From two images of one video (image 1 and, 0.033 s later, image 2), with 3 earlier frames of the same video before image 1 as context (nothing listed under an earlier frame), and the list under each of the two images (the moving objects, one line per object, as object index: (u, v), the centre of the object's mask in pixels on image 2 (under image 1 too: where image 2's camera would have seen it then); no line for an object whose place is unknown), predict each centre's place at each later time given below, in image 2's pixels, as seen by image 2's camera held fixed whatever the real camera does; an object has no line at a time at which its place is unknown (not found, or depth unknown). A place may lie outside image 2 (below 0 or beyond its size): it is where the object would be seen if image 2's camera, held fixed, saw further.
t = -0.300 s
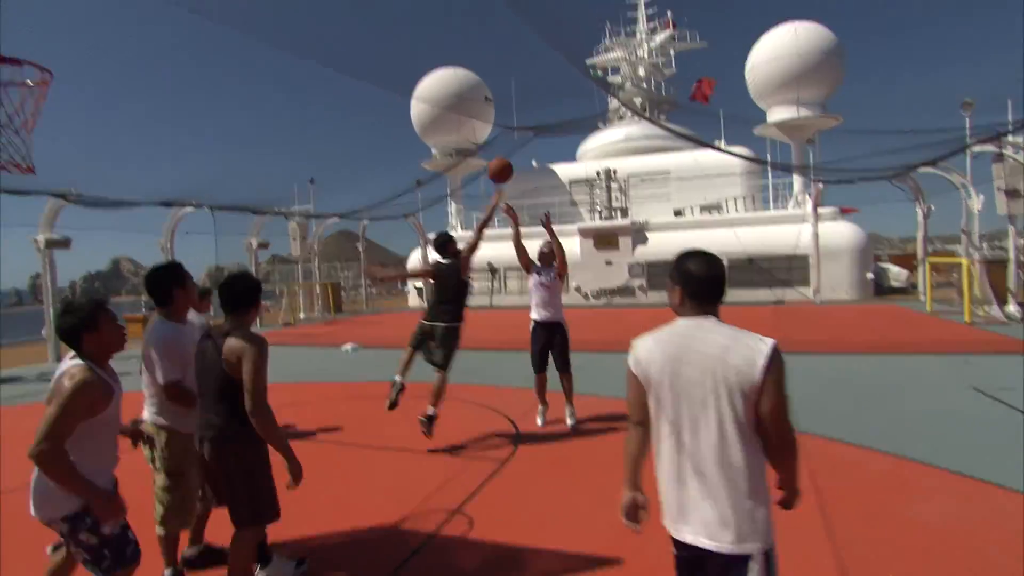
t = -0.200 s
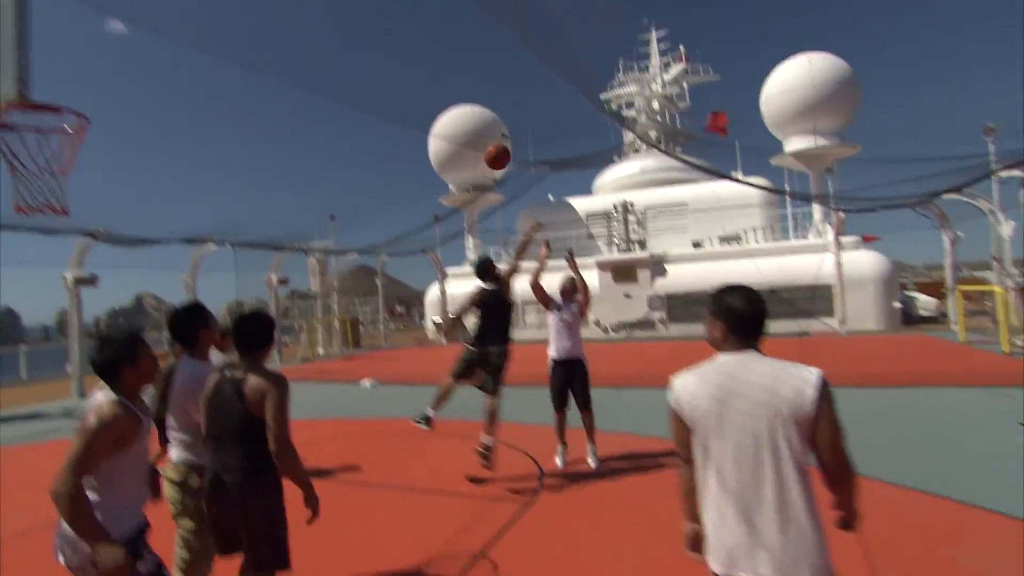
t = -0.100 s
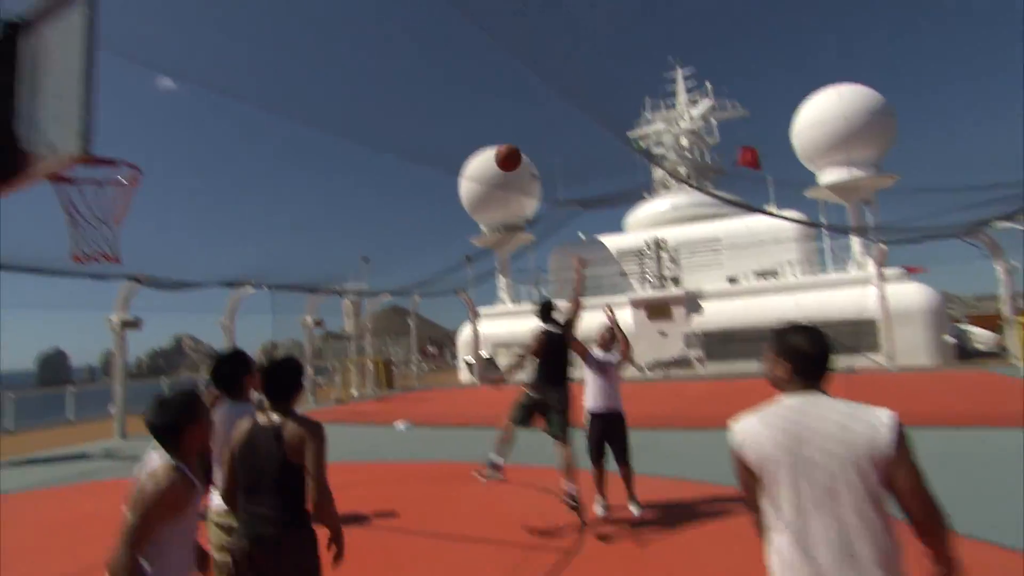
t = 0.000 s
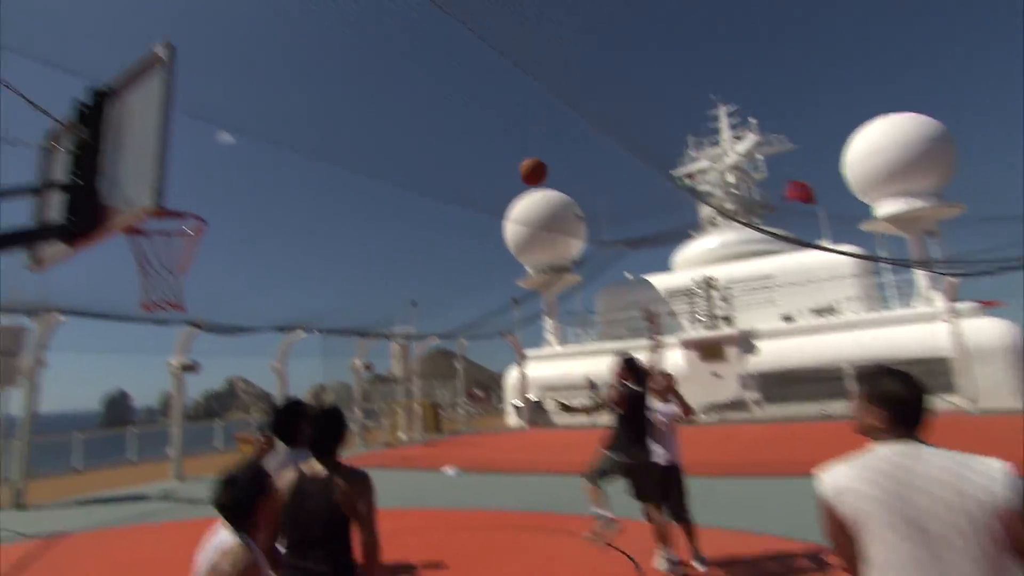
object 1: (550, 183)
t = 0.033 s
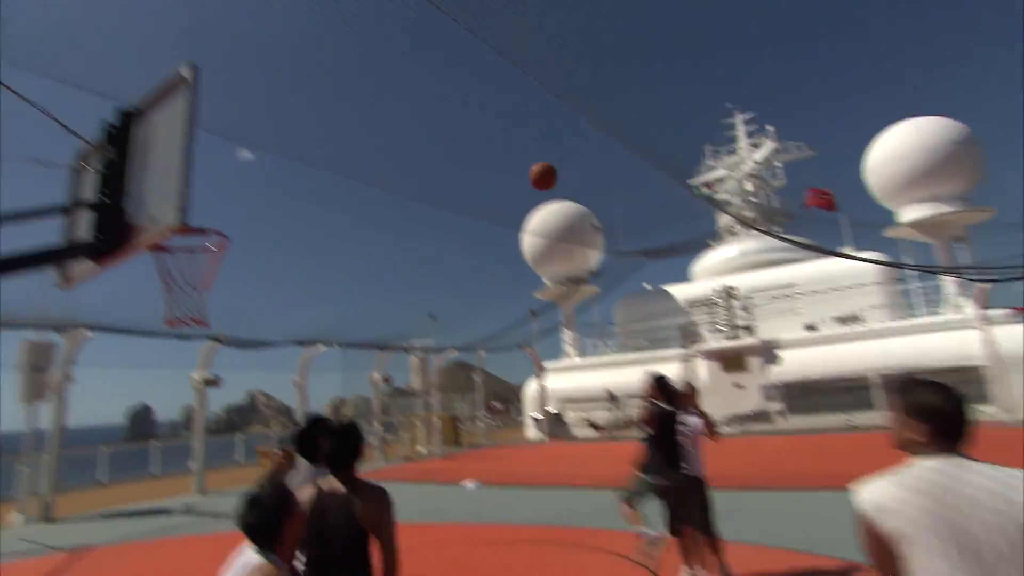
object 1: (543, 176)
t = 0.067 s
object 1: (536, 170)
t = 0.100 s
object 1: (529, 166)
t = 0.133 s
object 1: (522, 162)
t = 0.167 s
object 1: (514, 160)
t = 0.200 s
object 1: (506, 159)
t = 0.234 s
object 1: (498, 158)
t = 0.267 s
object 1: (490, 160)
